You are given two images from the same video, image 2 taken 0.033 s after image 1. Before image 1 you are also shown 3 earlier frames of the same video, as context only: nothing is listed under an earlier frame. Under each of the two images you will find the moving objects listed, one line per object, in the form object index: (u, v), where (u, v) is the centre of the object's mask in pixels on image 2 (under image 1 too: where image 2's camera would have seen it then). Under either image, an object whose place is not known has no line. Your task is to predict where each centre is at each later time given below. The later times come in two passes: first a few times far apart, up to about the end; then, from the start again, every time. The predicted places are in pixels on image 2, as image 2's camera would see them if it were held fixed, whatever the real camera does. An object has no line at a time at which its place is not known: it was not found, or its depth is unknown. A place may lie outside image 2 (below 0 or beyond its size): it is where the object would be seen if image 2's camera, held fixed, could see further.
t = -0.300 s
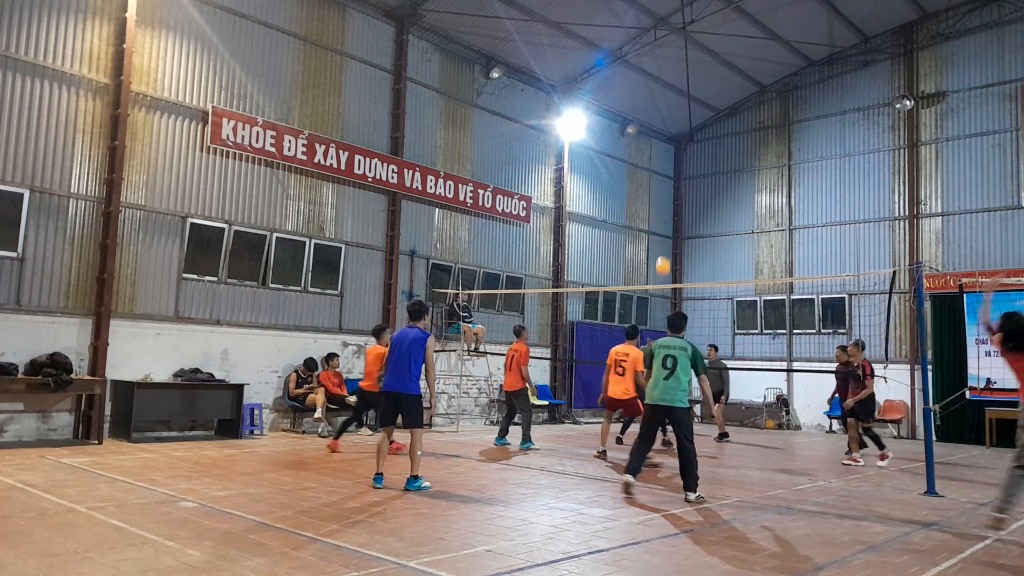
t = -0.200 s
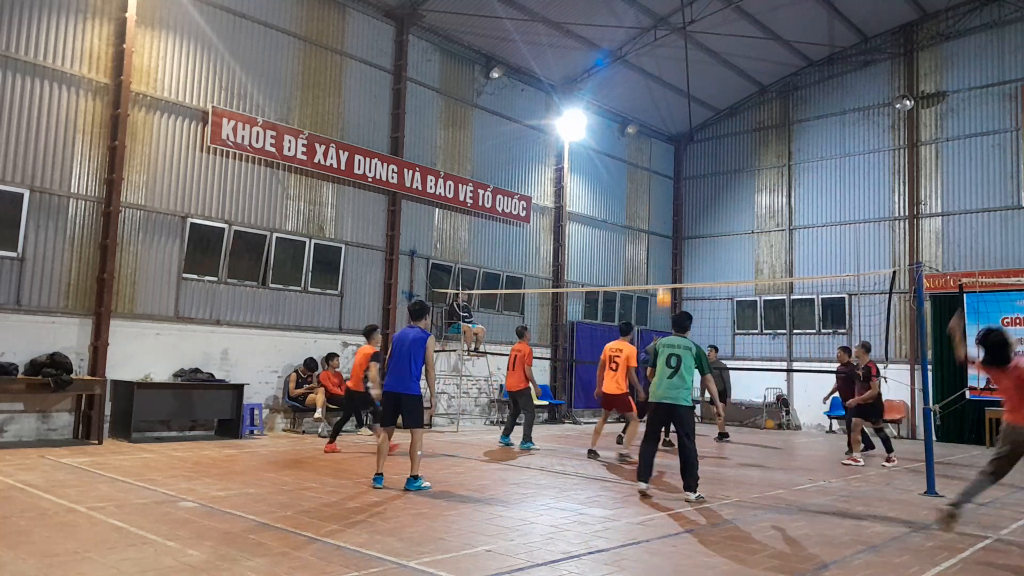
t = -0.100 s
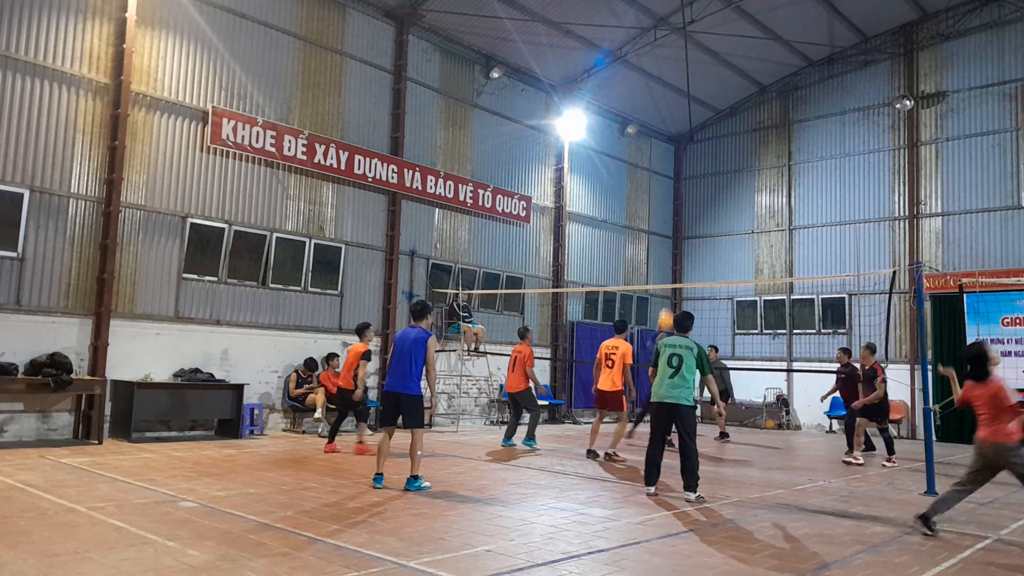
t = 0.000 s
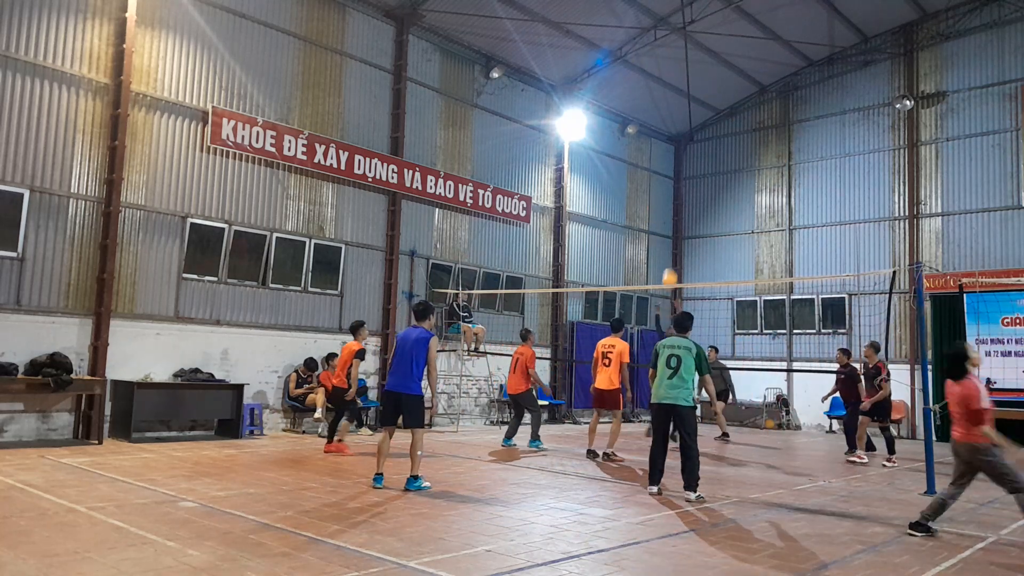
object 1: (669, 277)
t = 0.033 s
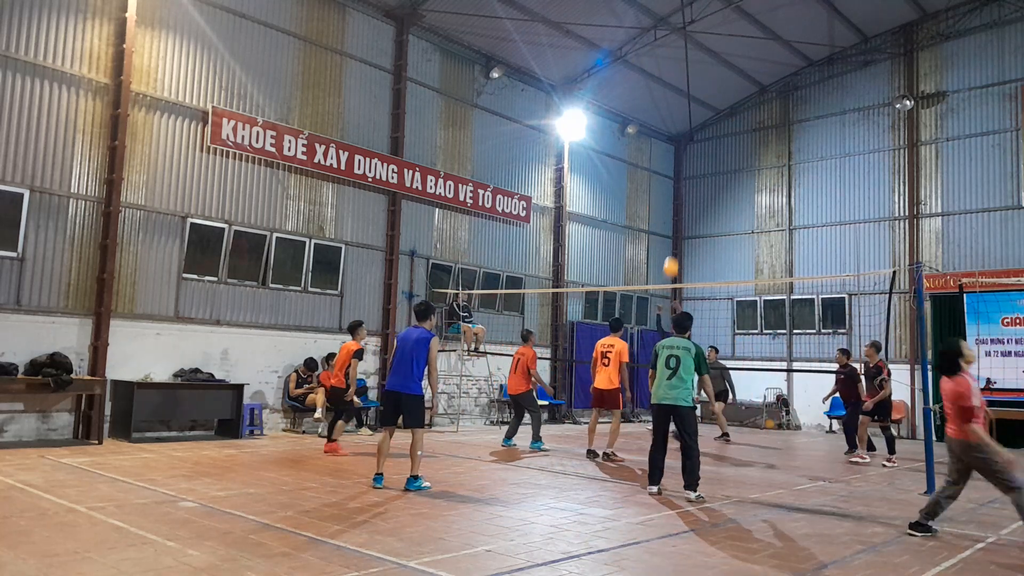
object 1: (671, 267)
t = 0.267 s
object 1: (679, 203)
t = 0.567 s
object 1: (688, 172)
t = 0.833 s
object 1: (694, 190)
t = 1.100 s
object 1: (699, 249)
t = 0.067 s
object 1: (672, 256)
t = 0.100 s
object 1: (673, 245)
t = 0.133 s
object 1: (674, 236)
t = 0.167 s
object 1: (675, 226)
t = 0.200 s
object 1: (677, 218)
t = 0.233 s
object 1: (678, 210)
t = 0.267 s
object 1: (679, 203)
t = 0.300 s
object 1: (680, 197)
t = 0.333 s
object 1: (681, 192)
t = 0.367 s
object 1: (682, 187)
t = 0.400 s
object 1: (683, 183)
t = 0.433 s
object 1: (684, 179)
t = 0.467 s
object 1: (685, 176)
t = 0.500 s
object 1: (686, 174)
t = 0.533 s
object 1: (687, 173)
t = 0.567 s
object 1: (688, 172)
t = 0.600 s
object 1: (689, 172)
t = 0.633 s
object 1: (690, 173)
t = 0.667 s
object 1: (691, 174)
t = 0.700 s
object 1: (691, 176)
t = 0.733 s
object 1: (692, 178)
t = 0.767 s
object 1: (693, 182)
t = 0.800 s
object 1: (694, 185)
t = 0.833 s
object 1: (694, 190)
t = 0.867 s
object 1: (695, 195)
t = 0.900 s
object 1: (696, 201)
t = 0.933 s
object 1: (696, 207)
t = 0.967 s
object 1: (697, 214)
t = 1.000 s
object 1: (698, 222)
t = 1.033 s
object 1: (698, 230)
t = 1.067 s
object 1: (699, 239)
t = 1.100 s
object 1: (699, 249)
